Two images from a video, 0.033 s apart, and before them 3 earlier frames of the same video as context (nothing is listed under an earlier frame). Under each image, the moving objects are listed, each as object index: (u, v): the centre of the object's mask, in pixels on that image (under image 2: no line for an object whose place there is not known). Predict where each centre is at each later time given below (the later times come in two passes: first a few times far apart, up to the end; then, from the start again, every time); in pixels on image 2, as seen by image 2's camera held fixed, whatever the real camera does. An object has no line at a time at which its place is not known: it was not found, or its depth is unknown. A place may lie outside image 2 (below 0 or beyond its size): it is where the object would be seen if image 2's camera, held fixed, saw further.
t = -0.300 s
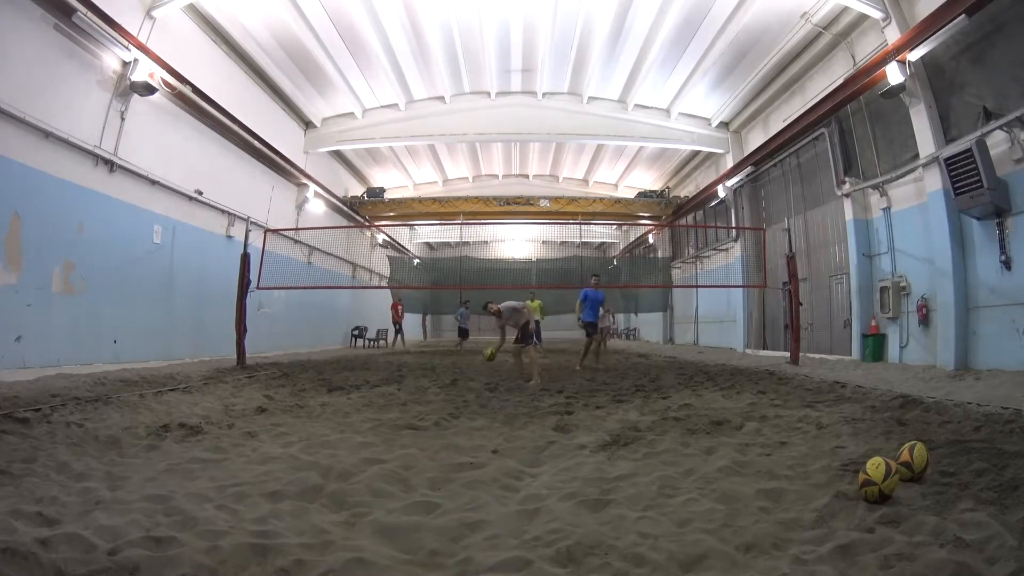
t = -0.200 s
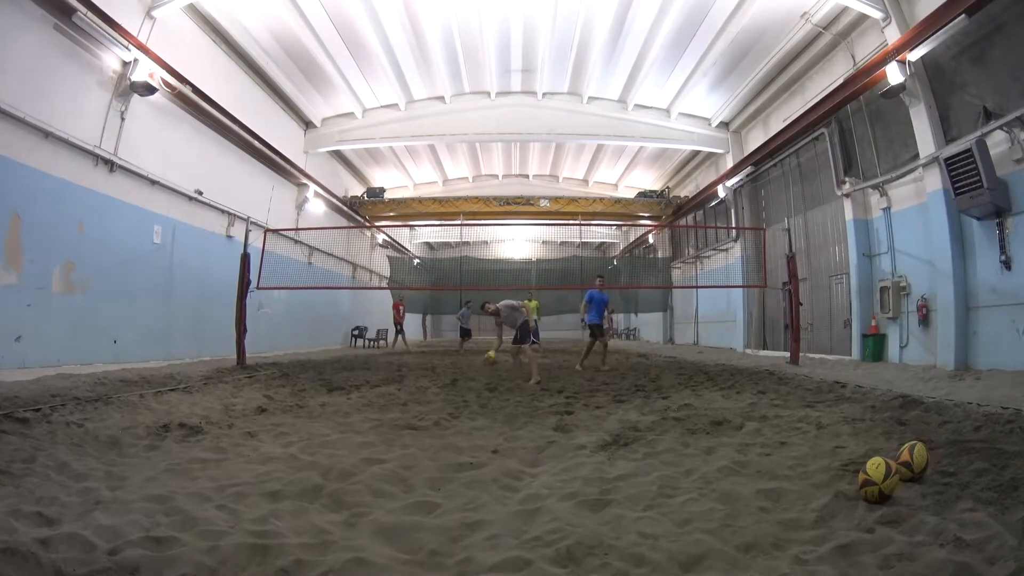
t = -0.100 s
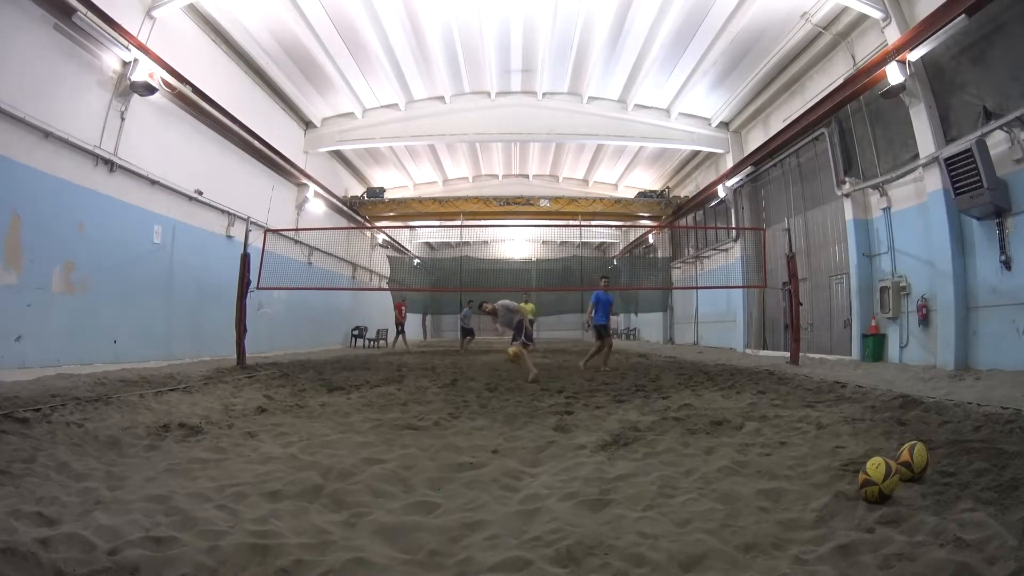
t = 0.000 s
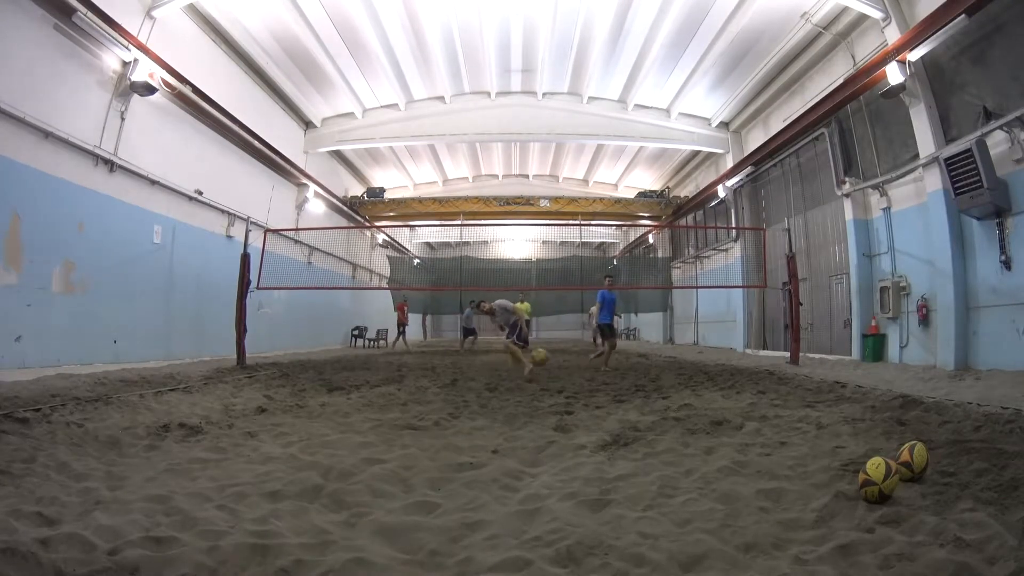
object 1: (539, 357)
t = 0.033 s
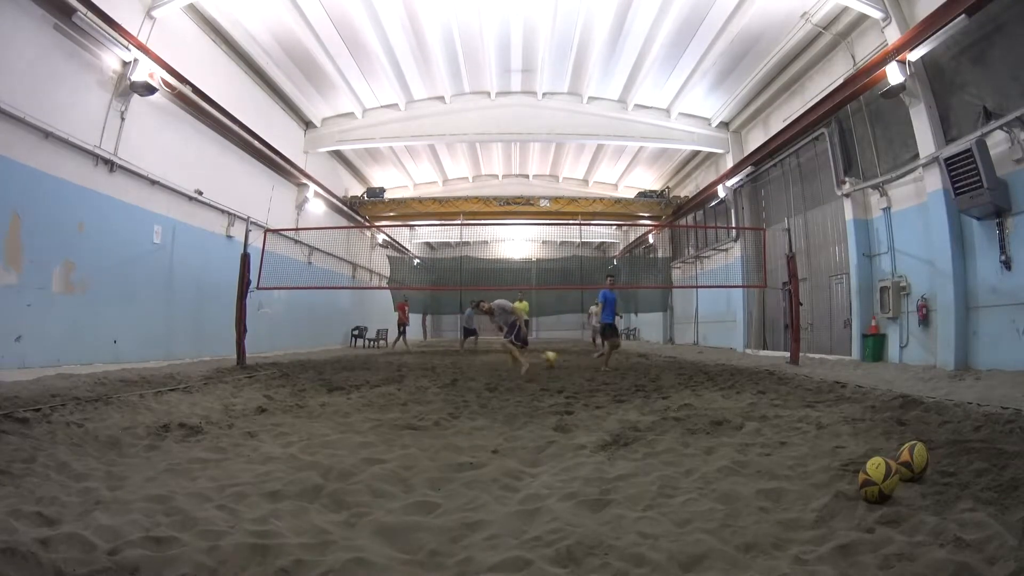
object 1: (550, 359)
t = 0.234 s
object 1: (623, 403)
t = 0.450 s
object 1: (698, 415)
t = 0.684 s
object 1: (797, 431)
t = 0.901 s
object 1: (888, 427)
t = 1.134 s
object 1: (961, 396)
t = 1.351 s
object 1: (1005, 422)
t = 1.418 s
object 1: (1015, 430)
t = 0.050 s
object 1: (555, 362)
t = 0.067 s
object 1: (562, 364)
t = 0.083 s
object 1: (566, 366)
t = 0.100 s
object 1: (571, 370)
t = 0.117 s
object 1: (577, 373)
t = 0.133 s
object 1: (584, 376)
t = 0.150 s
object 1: (591, 382)
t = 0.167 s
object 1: (596, 385)
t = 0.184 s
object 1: (604, 390)
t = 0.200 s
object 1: (612, 399)
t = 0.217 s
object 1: (618, 403)
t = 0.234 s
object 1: (623, 403)
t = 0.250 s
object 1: (628, 400)
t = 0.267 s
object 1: (633, 399)
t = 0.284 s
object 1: (638, 398)
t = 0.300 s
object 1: (644, 398)
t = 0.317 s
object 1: (650, 398)
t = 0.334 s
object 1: (655, 398)
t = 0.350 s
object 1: (661, 400)
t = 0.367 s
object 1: (667, 401)
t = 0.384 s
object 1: (672, 402)
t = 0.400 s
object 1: (679, 404)
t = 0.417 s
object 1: (684, 406)
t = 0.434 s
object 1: (690, 409)
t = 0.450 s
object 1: (698, 415)
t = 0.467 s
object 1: (704, 417)
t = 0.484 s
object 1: (711, 419)
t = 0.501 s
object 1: (720, 423)
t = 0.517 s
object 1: (725, 424)
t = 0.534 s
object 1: (733, 424)
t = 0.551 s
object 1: (740, 426)
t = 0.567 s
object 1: (746, 428)
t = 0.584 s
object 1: (752, 430)
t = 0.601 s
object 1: (760, 433)
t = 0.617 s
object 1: (768, 435)
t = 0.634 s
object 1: (776, 436)
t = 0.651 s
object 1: (783, 437)
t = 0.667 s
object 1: (791, 435)
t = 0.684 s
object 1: (797, 431)
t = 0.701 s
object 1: (804, 429)
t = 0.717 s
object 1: (811, 426)
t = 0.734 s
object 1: (817, 424)
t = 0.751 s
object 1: (822, 422)
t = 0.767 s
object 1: (831, 421)
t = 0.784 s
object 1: (837, 421)
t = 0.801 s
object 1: (844, 420)
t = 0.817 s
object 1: (852, 420)
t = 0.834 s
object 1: (860, 420)
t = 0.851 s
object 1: (865, 421)
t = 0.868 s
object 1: (872, 422)
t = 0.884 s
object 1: (879, 425)
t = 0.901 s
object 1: (888, 427)
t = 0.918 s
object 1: (894, 430)
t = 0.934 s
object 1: (902, 431)
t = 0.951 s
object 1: (906, 429)
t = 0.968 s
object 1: (911, 426)
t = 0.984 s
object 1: (916, 421)
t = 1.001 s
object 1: (923, 417)
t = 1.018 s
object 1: (928, 413)
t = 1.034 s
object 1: (933, 409)
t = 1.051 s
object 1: (938, 406)
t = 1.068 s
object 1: (943, 403)
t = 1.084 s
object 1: (947, 400)
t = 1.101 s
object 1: (953, 399)
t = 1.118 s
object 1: (957, 397)
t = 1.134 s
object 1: (961, 396)
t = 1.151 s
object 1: (966, 396)
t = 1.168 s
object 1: (969, 395)
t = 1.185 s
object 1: (973, 396)
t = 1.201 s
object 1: (977, 397)
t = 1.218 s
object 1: (981, 399)
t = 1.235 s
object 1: (984, 401)
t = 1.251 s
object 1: (987, 403)
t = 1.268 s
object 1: (990, 405)
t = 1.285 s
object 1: (993, 407)
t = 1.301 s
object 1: (995, 411)
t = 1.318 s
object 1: (997, 412)
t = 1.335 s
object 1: (1002, 418)
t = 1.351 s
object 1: (1005, 422)
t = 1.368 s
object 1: (1008, 428)
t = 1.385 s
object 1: (1011, 431)
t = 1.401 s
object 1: (1014, 431)
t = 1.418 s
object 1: (1015, 430)
